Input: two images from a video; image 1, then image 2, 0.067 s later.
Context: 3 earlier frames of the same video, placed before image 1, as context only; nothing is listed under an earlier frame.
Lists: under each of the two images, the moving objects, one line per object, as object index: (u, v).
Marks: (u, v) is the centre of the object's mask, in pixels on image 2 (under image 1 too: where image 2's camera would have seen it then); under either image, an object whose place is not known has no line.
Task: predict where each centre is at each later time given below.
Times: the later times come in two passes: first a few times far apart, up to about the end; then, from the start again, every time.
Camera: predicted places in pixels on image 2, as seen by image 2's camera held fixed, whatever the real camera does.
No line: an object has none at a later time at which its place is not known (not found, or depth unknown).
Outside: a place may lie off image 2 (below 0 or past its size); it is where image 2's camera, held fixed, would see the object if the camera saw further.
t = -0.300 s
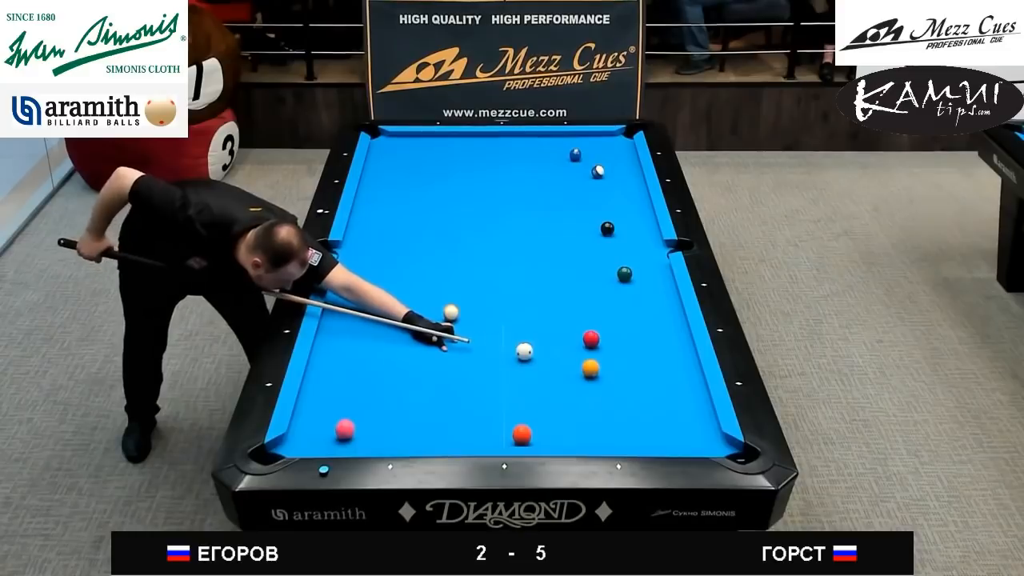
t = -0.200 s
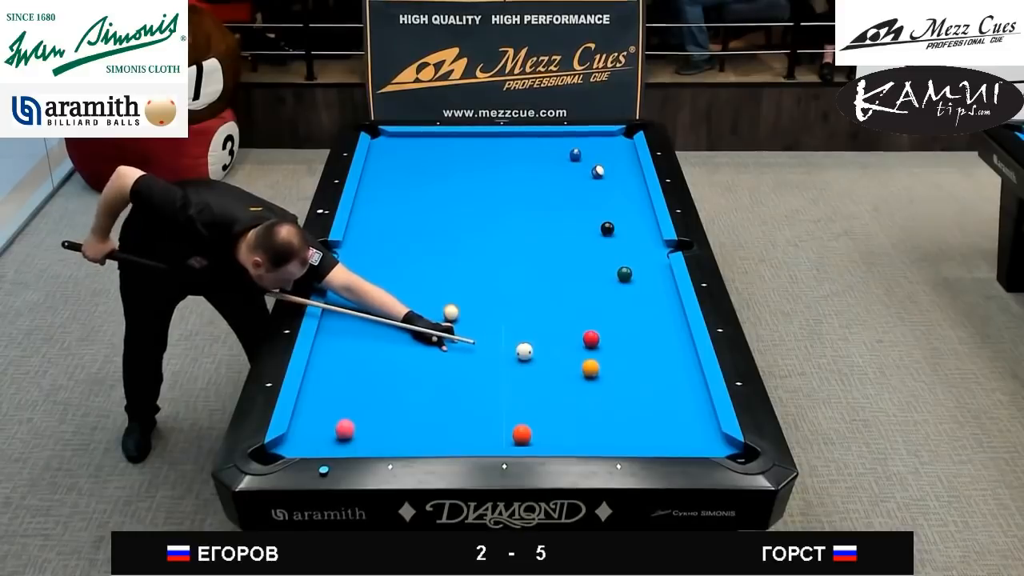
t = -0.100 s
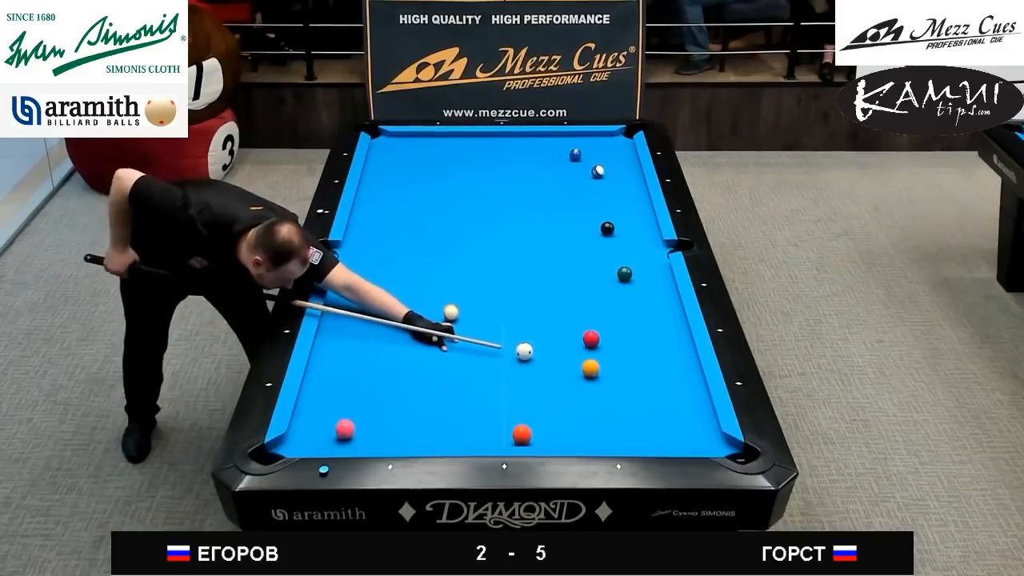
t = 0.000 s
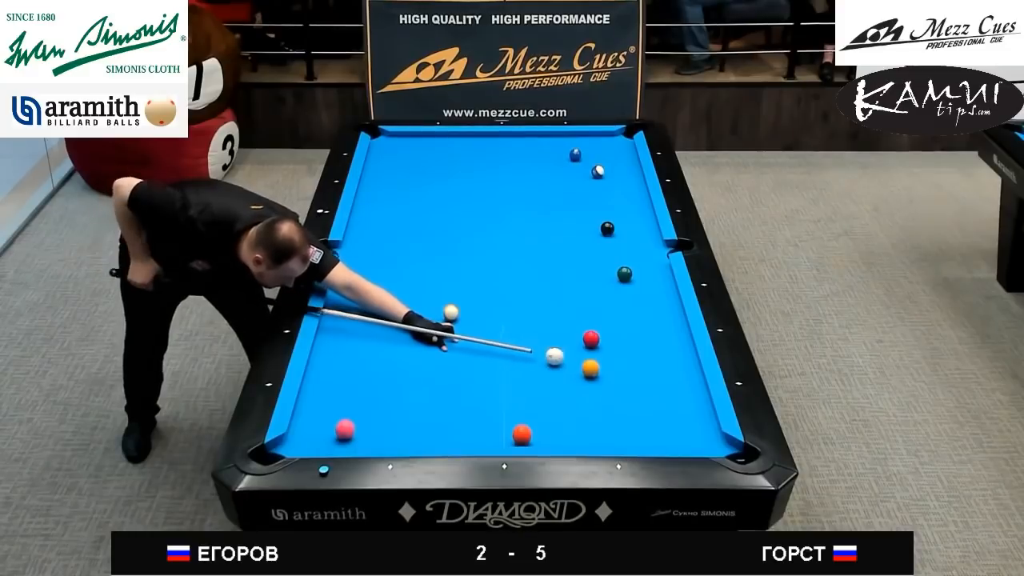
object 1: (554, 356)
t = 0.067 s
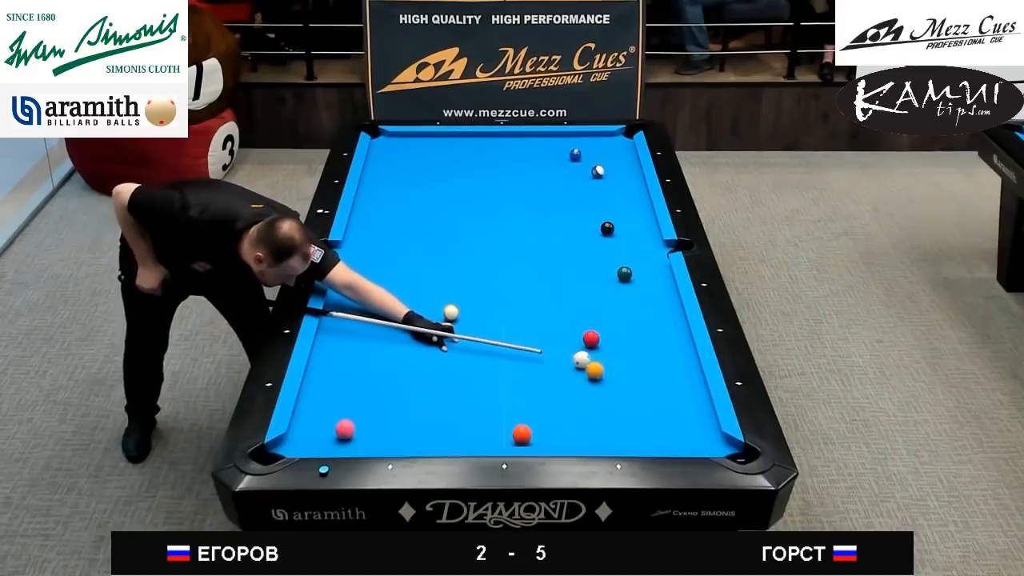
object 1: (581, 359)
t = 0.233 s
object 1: (608, 349)
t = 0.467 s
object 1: (640, 337)
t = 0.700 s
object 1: (670, 325)
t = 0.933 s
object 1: (665, 313)
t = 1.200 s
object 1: (642, 300)
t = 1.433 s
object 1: (624, 290)
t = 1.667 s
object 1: (608, 281)
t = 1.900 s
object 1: (592, 272)
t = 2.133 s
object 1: (579, 264)
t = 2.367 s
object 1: (566, 257)
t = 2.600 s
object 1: (554, 250)
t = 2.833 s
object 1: (543, 244)
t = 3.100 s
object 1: (532, 238)
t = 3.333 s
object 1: (523, 233)
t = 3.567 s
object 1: (515, 228)
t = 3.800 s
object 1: (508, 225)
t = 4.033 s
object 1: (501, 221)
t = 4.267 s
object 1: (495, 217)
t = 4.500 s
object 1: (490, 214)
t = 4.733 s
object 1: (485, 212)
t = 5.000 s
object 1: (481, 210)
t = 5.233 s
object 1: (478, 208)
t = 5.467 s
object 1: (475, 206)
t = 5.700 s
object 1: (474, 206)
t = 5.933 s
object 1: (472, 205)
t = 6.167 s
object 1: (472, 205)
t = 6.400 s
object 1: (472, 205)
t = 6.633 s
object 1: (472, 205)
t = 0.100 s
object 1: (587, 357)
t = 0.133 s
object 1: (592, 355)
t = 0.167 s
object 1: (598, 353)
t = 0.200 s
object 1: (603, 352)
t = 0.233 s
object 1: (608, 349)
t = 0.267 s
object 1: (612, 347)
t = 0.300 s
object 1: (617, 346)
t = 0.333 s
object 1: (622, 344)
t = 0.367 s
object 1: (626, 342)
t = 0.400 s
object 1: (631, 340)
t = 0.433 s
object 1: (636, 338)
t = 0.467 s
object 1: (640, 337)
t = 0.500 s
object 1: (644, 335)
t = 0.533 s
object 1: (649, 333)
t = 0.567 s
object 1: (653, 332)
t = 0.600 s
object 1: (658, 330)
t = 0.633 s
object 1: (662, 328)
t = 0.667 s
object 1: (666, 327)
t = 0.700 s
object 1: (670, 325)
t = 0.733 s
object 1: (675, 324)
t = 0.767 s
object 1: (679, 322)
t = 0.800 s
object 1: (677, 320)
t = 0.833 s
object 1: (674, 318)
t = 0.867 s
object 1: (670, 317)
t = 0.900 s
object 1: (667, 315)
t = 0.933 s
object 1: (665, 313)
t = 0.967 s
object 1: (662, 311)
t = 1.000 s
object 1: (659, 310)
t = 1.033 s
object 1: (656, 308)
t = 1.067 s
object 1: (653, 306)
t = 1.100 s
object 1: (650, 305)
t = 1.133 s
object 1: (648, 303)
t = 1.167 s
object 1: (645, 302)
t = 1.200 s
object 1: (642, 300)
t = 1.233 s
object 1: (639, 299)
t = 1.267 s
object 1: (637, 297)
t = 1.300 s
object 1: (634, 296)
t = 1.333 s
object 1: (632, 294)
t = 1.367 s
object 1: (629, 293)
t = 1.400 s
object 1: (627, 292)
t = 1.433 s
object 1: (624, 290)
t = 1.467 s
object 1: (622, 289)
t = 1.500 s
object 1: (619, 288)
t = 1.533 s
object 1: (617, 286)
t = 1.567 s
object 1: (614, 285)
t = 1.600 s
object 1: (612, 284)
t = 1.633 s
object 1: (610, 283)
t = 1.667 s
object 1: (608, 281)
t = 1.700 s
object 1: (605, 279)
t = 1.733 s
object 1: (603, 278)
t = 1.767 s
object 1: (601, 277)
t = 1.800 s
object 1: (599, 276)
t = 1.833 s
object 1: (597, 275)
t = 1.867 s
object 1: (595, 273)
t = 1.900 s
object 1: (592, 272)
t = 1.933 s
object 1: (590, 271)
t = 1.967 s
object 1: (589, 270)
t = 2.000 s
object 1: (586, 269)
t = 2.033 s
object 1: (584, 267)
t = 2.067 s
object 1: (583, 266)
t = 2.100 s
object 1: (581, 265)
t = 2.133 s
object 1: (579, 264)
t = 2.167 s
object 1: (577, 263)
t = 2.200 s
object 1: (575, 262)
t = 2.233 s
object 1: (573, 261)
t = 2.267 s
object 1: (571, 260)
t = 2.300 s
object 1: (569, 259)
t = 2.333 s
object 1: (568, 258)
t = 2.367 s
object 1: (566, 257)
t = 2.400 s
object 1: (564, 256)
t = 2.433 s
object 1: (563, 255)
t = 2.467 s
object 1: (561, 254)
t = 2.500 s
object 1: (559, 253)
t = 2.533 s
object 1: (557, 252)
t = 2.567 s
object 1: (556, 251)
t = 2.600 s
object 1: (554, 250)
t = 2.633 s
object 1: (553, 249)
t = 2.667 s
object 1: (551, 248)
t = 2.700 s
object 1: (549, 247)
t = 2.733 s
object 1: (548, 246)
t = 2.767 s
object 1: (546, 246)
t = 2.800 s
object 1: (545, 245)
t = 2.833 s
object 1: (543, 244)
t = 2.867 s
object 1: (542, 243)
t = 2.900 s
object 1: (540, 242)
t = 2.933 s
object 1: (539, 242)
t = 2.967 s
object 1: (538, 241)
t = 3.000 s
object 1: (536, 240)
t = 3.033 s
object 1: (535, 239)
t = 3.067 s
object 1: (534, 239)
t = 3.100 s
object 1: (532, 238)
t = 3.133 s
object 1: (531, 237)
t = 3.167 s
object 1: (530, 237)
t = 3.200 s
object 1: (528, 235)
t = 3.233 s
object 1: (527, 235)
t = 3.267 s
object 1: (526, 234)
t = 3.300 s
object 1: (525, 233)
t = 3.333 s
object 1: (523, 233)
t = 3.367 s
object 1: (522, 232)
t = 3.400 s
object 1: (521, 231)
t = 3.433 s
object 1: (520, 231)
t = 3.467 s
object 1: (518, 230)
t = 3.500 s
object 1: (517, 230)
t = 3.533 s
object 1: (516, 229)
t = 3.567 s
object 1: (515, 228)
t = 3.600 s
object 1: (514, 228)
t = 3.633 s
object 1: (513, 227)
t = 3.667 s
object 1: (512, 227)
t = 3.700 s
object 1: (511, 226)
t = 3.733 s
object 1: (510, 225)
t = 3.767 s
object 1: (509, 225)
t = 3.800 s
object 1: (508, 225)
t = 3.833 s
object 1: (507, 224)
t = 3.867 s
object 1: (505, 223)
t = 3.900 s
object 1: (504, 223)
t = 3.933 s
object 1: (504, 222)
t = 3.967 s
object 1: (503, 222)
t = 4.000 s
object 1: (502, 221)
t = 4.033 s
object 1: (501, 221)
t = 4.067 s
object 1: (500, 220)
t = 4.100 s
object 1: (499, 220)
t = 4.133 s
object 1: (498, 219)
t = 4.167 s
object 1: (498, 219)
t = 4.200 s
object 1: (497, 218)
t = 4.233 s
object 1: (496, 218)
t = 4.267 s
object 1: (495, 217)
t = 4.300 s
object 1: (494, 217)
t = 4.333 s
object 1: (493, 216)
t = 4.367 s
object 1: (493, 216)
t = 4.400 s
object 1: (492, 216)
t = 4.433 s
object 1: (491, 215)
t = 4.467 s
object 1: (490, 215)
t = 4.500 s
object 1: (490, 214)
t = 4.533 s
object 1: (489, 214)
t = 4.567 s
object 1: (488, 214)
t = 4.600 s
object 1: (488, 213)
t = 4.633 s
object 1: (487, 213)
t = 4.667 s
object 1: (486, 213)
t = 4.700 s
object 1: (486, 213)
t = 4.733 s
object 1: (485, 212)
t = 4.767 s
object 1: (484, 212)
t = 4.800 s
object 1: (484, 212)
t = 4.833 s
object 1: (483, 211)
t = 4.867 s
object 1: (483, 211)
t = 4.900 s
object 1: (482, 211)
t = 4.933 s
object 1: (482, 210)
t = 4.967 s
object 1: (481, 210)
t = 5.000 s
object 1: (481, 210)
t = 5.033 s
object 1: (480, 210)
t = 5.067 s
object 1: (480, 209)
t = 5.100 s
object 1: (479, 209)
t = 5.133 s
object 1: (479, 209)
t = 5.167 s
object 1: (478, 209)
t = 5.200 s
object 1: (478, 208)
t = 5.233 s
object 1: (478, 208)
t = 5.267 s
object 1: (477, 208)
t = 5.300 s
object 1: (477, 207)
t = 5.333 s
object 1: (477, 207)
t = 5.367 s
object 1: (476, 207)
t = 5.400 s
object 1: (476, 207)
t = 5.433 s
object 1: (476, 207)
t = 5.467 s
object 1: (475, 206)
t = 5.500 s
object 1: (475, 206)
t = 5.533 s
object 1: (475, 206)
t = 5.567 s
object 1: (475, 206)
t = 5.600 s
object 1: (474, 206)
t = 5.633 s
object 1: (474, 206)
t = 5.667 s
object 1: (474, 206)
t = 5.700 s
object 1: (474, 206)
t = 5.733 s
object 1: (473, 206)
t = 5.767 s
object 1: (473, 206)
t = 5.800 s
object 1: (473, 205)
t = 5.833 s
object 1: (473, 205)
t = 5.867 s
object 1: (473, 205)
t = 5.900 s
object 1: (472, 205)
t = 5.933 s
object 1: (472, 205)
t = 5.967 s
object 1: (472, 205)
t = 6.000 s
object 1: (472, 205)
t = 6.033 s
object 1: (472, 205)
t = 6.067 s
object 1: (472, 205)
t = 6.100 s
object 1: (472, 205)
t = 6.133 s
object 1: (472, 205)
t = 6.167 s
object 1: (472, 205)
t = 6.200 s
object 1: (472, 205)
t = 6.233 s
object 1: (472, 205)
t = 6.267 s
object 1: (472, 205)
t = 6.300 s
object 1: (472, 205)
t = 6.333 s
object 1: (472, 205)
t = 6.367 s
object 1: (472, 205)
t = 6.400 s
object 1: (472, 205)
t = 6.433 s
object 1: (472, 205)
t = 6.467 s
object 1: (472, 205)
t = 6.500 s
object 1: (472, 205)
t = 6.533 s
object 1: (472, 205)
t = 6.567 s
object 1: (472, 205)
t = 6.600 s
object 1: (472, 205)
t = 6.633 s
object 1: (472, 205)
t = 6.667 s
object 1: (472, 205)
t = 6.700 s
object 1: (472, 205)
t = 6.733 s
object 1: (472, 205)
